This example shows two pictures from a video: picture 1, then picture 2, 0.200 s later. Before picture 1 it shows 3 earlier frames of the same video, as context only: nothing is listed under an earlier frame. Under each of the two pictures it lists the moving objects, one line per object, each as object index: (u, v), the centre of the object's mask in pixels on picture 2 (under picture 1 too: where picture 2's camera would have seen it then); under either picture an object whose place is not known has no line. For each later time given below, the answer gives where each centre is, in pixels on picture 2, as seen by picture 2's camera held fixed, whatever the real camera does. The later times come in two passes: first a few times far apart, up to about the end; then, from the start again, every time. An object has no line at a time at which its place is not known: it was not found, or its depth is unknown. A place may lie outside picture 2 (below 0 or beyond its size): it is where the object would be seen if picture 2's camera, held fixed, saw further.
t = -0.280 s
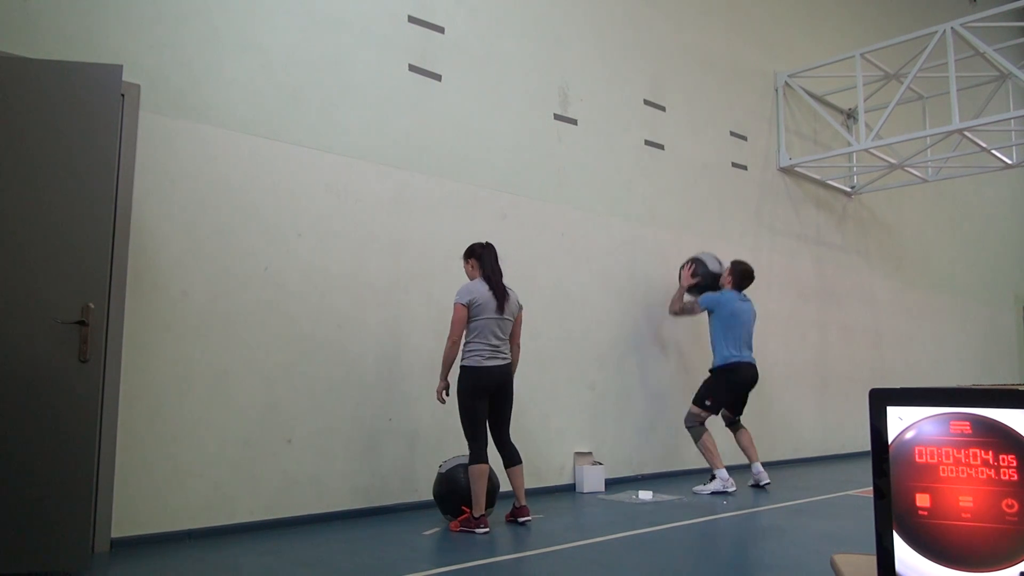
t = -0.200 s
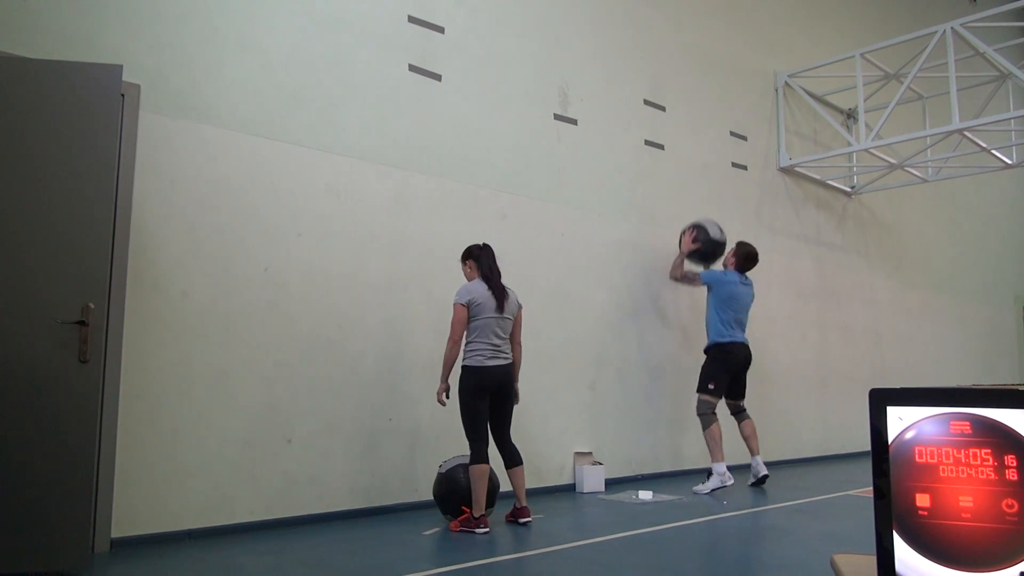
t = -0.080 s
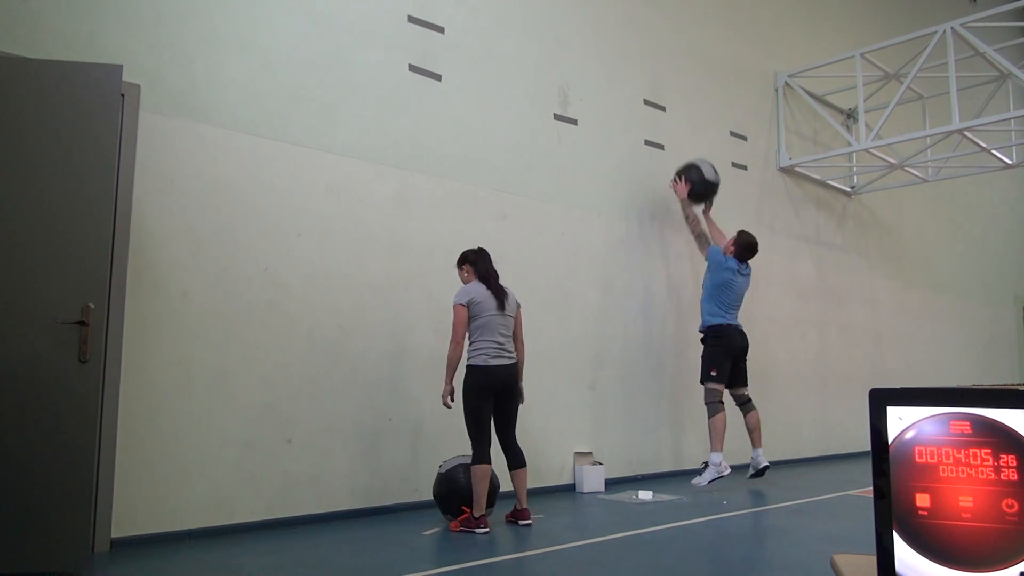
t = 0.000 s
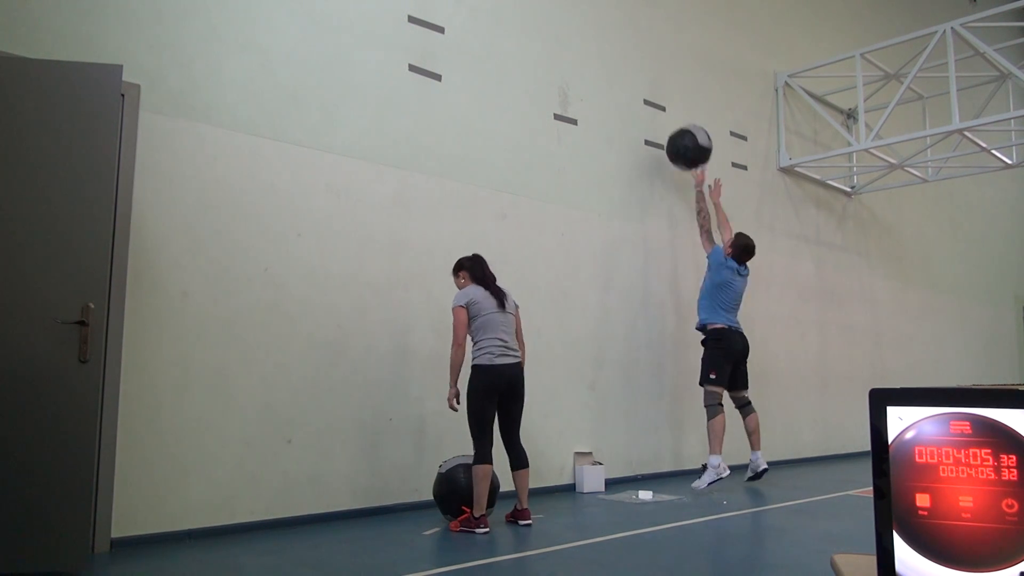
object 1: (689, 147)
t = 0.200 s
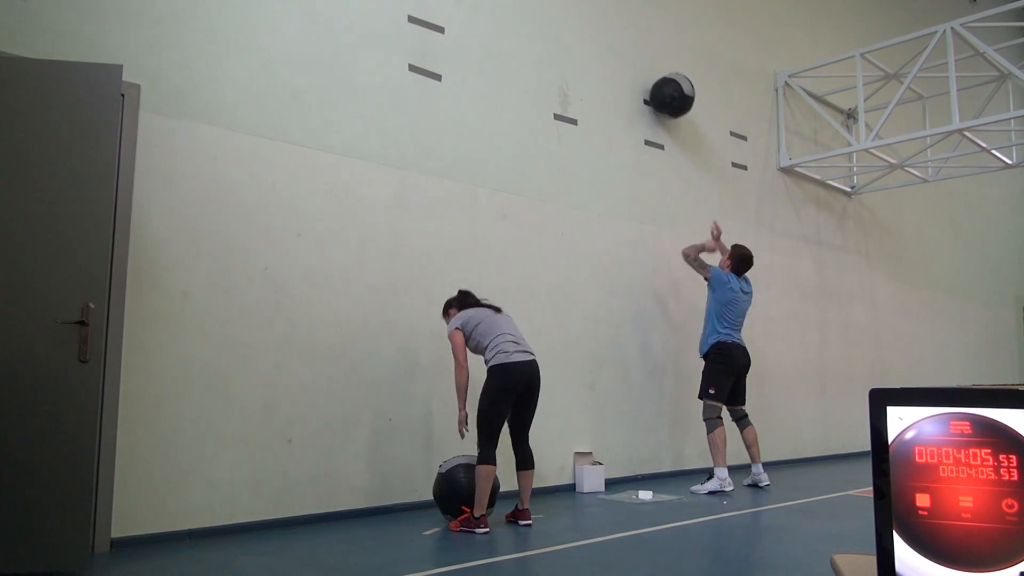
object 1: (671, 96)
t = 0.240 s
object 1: (671, 92)
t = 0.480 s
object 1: (680, 103)
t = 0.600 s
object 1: (687, 135)
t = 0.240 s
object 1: (671, 92)
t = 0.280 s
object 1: (671, 90)
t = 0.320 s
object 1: (673, 89)
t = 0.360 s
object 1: (674, 90)
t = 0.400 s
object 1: (676, 93)
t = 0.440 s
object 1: (678, 97)
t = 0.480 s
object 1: (680, 103)
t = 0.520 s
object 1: (681, 111)
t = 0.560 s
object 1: (685, 123)
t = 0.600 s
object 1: (687, 135)
